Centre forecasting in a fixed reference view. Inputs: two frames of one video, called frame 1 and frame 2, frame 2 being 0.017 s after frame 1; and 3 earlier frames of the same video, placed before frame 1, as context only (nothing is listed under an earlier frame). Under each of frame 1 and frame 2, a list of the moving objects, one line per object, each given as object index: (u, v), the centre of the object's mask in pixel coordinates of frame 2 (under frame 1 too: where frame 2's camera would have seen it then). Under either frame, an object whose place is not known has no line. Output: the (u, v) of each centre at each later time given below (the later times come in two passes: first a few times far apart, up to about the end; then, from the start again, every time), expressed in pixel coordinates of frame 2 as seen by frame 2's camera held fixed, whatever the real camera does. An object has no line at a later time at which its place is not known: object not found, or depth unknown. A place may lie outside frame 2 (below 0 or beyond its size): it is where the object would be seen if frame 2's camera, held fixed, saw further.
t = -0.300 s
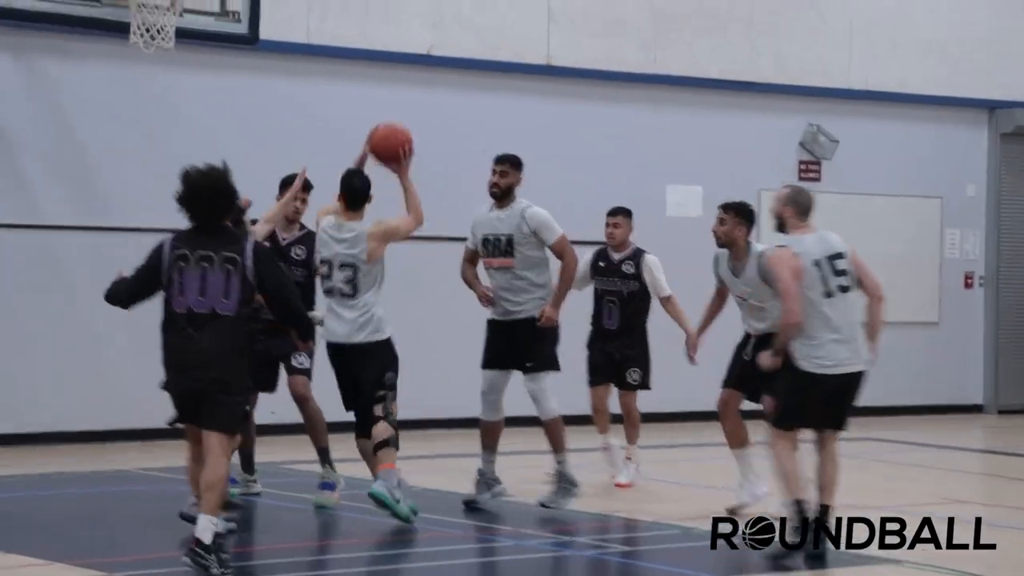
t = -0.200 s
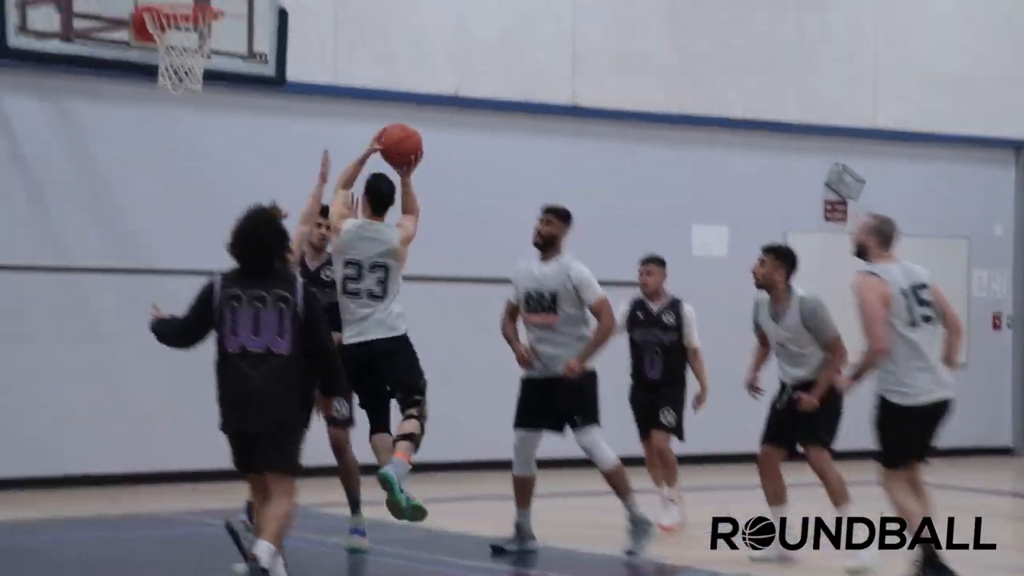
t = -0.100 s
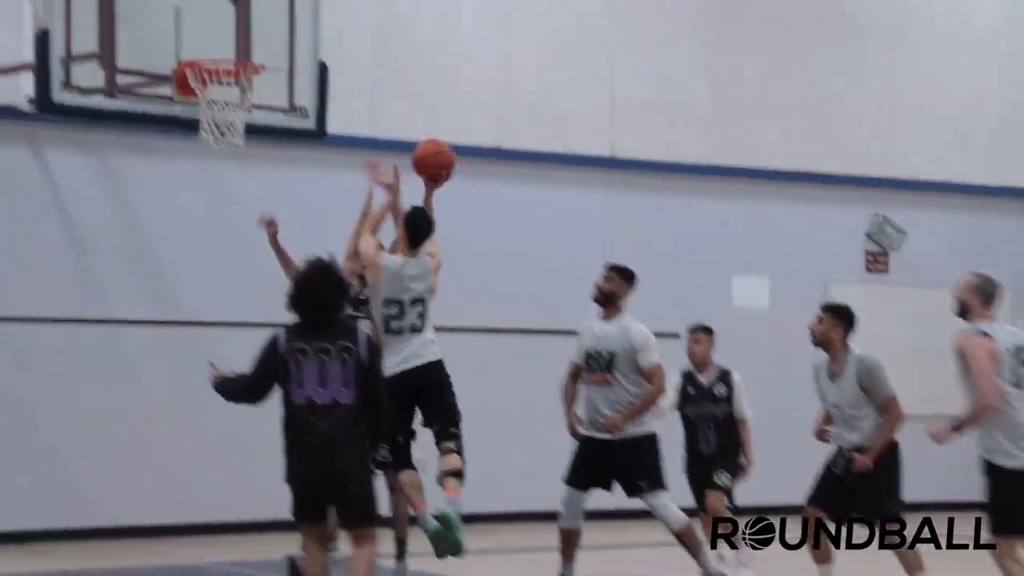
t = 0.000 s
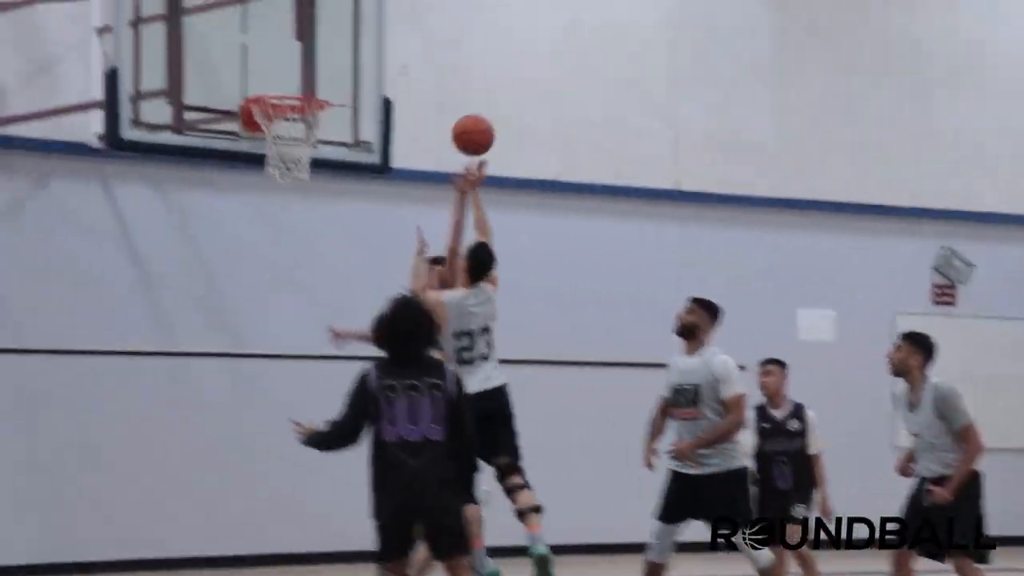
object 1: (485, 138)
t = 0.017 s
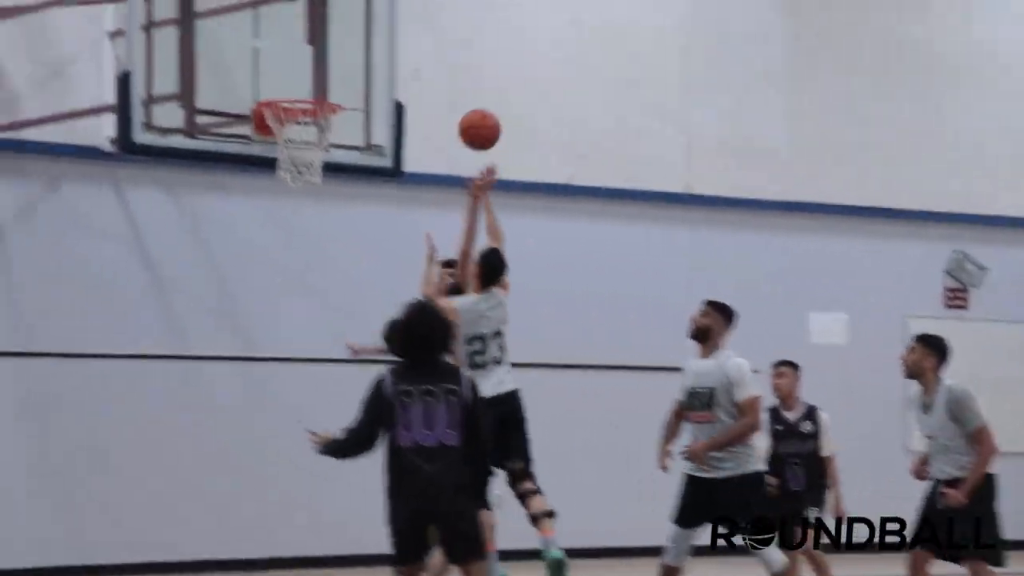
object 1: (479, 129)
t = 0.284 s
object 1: (398, 52)
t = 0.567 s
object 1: (314, 93)
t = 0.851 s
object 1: (282, 150)
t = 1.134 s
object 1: (306, 229)
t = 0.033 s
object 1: (474, 121)
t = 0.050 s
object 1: (469, 113)
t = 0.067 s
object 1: (464, 105)
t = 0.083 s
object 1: (459, 98)
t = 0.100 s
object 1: (454, 92)
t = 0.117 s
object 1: (449, 86)
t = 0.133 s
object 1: (443, 80)
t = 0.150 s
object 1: (438, 75)
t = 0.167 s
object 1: (433, 71)
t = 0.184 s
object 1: (428, 67)
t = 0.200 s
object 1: (423, 63)
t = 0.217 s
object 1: (418, 60)
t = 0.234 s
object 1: (413, 57)
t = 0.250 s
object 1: (408, 55)
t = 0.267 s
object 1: (403, 54)
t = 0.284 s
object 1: (398, 52)
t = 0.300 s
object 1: (393, 52)
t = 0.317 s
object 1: (388, 51)
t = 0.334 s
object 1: (383, 52)
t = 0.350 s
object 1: (378, 52)
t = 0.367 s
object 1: (373, 53)
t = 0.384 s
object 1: (368, 55)
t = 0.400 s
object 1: (363, 57)
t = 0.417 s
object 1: (358, 59)
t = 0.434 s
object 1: (353, 62)
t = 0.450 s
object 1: (348, 65)
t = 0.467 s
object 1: (344, 69)
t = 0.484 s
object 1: (339, 73)
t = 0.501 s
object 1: (333, 79)
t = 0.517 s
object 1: (329, 83)
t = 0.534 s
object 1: (324, 87)
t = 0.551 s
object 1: (319, 90)
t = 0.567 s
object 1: (314, 93)
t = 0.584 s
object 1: (309, 108)
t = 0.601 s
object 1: (303, 117)
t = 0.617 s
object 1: (300, 123)
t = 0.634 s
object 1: (298, 129)
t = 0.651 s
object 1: (295, 136)
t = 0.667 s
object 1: (289, 139)
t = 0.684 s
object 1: (286, 142)
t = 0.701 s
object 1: (283, 143)
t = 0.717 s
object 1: (282, 145)
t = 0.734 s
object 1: (279, 146)
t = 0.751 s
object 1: (280, 146)
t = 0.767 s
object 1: (280, 147)
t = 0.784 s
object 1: (280, 147)
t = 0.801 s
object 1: (280, 147)
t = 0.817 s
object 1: (280, 148)
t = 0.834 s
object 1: (281, 149)
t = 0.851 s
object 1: (282, 150)
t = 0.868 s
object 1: (282, 153)
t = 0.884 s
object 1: (283, 155)
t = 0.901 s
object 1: (281, 157)
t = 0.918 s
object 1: (283, 160)
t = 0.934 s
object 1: (284, 165)
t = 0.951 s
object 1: (286, 168)
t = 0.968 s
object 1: (286, 173)
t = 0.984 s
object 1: (288, 178)
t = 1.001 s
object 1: (290, 179)
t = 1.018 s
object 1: (293, 189)
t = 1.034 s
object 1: (295, 191)
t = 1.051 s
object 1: (296, 195)
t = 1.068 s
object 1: (298, 201)
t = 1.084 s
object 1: (300, 207)
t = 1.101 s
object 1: (302, 214)
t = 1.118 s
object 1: (304, 221)
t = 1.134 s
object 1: (306, 229)
